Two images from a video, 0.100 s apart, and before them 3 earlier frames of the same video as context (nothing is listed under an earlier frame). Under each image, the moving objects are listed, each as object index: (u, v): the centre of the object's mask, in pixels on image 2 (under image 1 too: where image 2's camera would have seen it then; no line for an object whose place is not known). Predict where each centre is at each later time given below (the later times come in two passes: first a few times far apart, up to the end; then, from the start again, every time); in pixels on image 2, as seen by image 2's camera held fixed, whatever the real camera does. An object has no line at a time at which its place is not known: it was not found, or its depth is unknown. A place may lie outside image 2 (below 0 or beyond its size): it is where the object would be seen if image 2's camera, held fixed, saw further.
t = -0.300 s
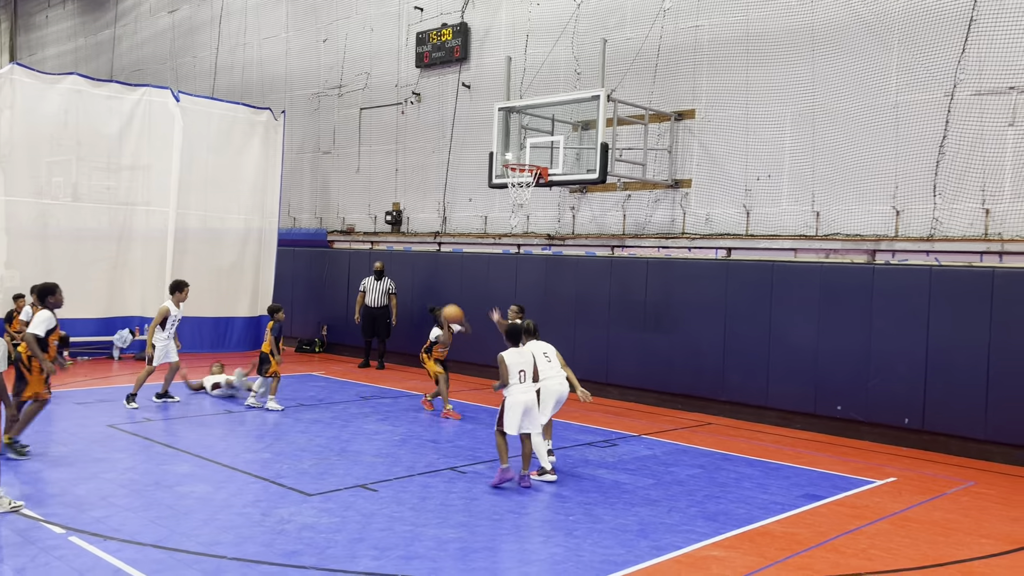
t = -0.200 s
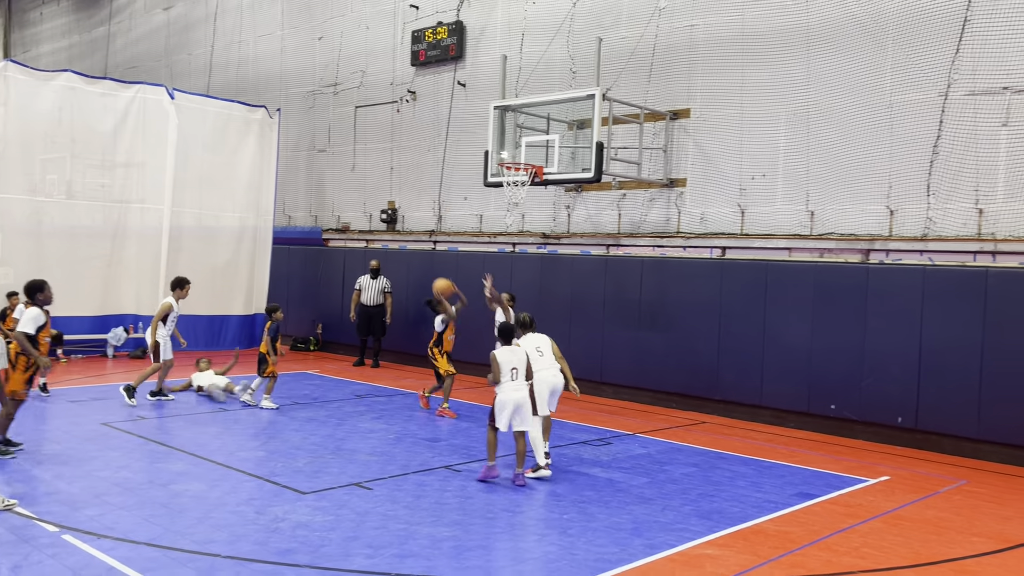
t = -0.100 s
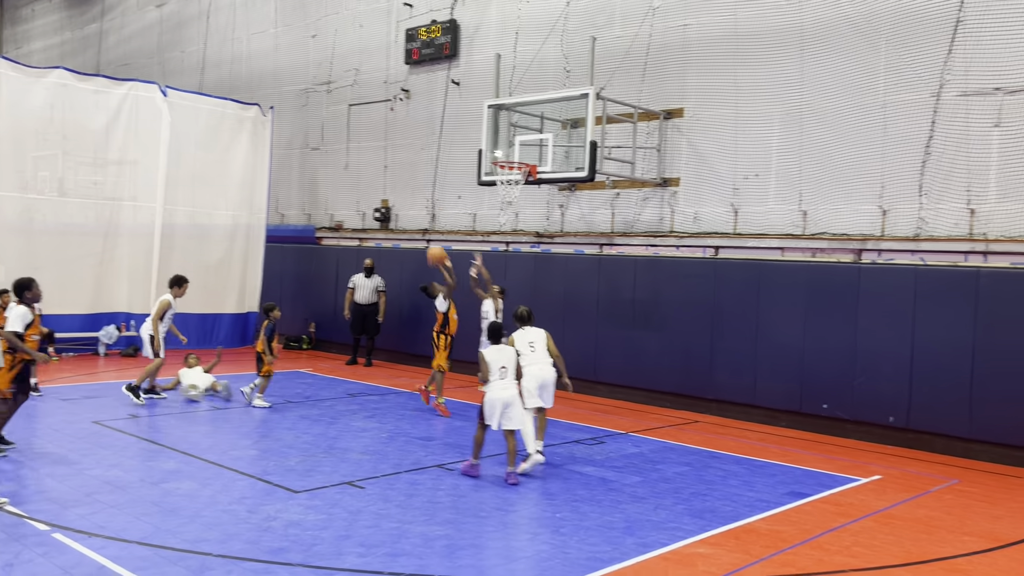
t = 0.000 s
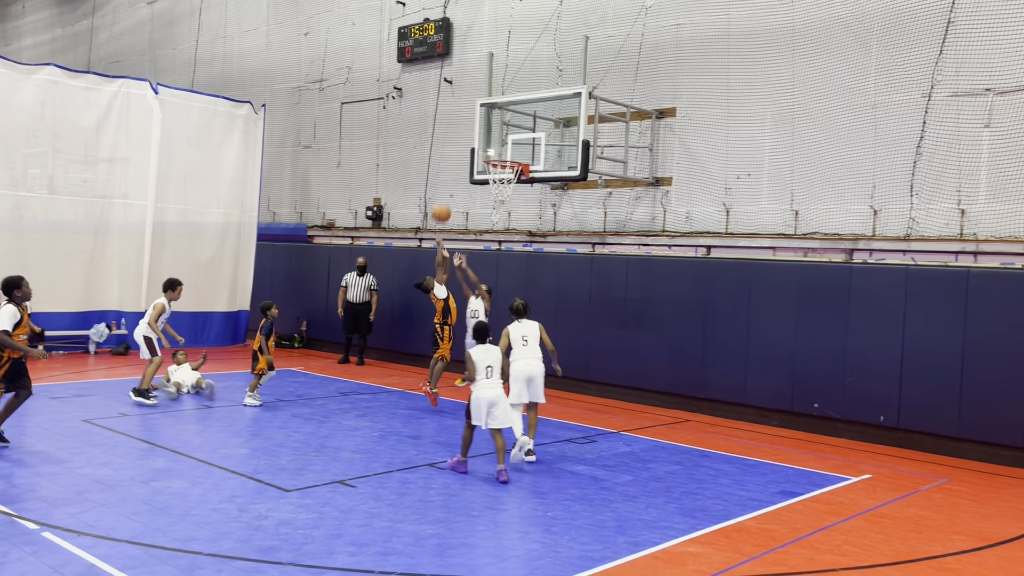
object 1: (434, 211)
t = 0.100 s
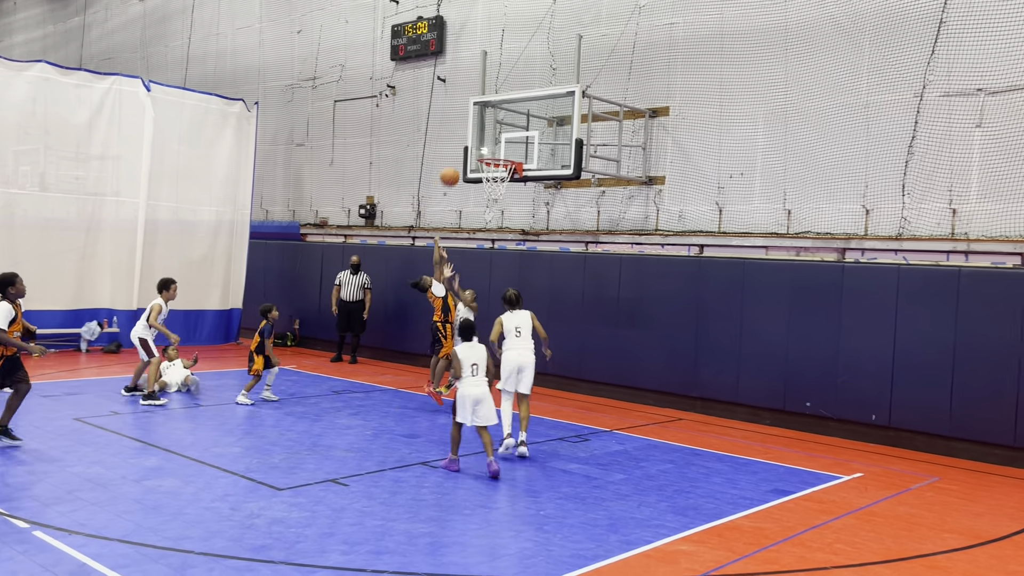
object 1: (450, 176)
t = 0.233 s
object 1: (468, 144)
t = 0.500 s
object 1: (501, 124)
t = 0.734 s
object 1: (493, 150)
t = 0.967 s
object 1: (485, 182)
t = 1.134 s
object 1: (488, 206)
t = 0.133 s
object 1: (454, 167)
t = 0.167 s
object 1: (459, 158)
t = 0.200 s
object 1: (463, 151)
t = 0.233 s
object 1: (468, 144)
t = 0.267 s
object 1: (473, 138)
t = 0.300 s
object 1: (477, 133)
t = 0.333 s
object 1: (481, 130)
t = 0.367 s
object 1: (485, 127)
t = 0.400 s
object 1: (489, 125)
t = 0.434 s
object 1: (493, 124)
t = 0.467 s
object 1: (498, 124)
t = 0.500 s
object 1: (501, 124)
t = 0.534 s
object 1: (504, 125)
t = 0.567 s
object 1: (505, 128)
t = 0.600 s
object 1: (503, 130)
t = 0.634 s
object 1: (500, 134)
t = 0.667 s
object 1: (499, 139)
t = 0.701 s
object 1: (496, 144)
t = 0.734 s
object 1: (493, 150)
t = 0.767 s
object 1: (491, 157)
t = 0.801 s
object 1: (488, 167)
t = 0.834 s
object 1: (486, 173)
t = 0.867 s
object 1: (485, 177)
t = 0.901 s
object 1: (485, 178)
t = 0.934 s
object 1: (485, 180)
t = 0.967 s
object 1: (485, 182)
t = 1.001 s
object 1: (487, 186)
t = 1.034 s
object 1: (487, 192)
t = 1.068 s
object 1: (487, 196)
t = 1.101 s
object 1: (488, 200)
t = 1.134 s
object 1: (488, 206)
